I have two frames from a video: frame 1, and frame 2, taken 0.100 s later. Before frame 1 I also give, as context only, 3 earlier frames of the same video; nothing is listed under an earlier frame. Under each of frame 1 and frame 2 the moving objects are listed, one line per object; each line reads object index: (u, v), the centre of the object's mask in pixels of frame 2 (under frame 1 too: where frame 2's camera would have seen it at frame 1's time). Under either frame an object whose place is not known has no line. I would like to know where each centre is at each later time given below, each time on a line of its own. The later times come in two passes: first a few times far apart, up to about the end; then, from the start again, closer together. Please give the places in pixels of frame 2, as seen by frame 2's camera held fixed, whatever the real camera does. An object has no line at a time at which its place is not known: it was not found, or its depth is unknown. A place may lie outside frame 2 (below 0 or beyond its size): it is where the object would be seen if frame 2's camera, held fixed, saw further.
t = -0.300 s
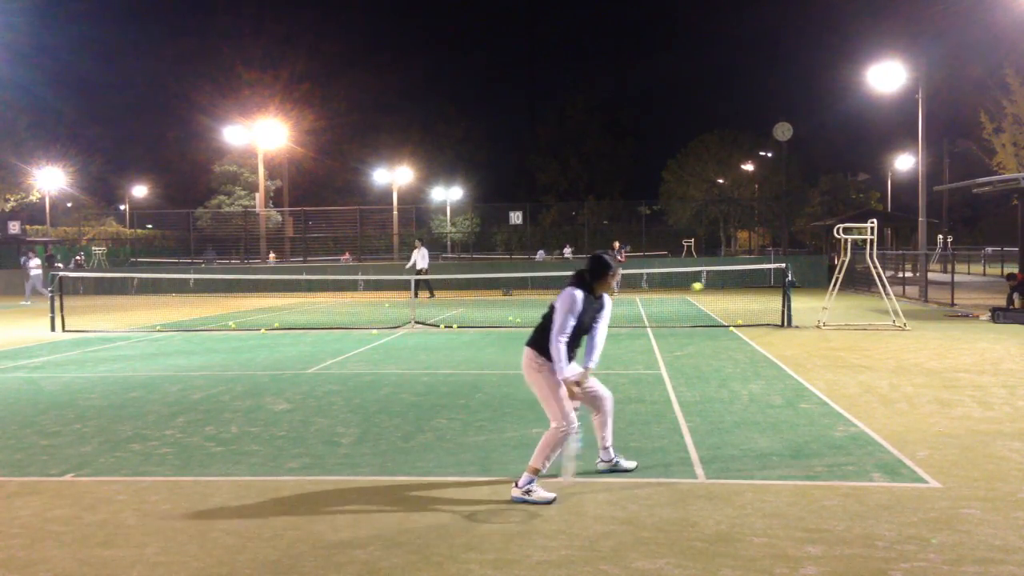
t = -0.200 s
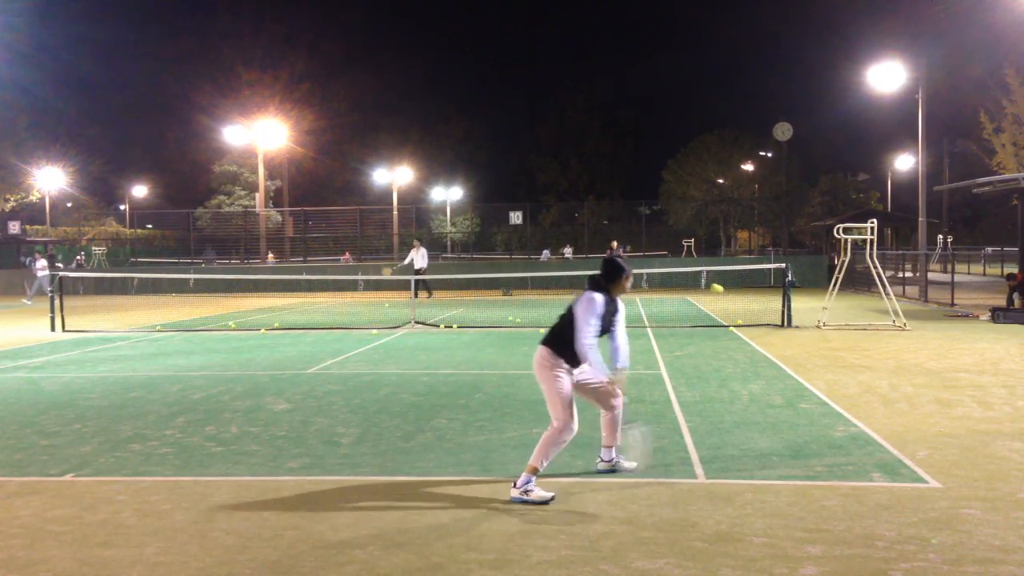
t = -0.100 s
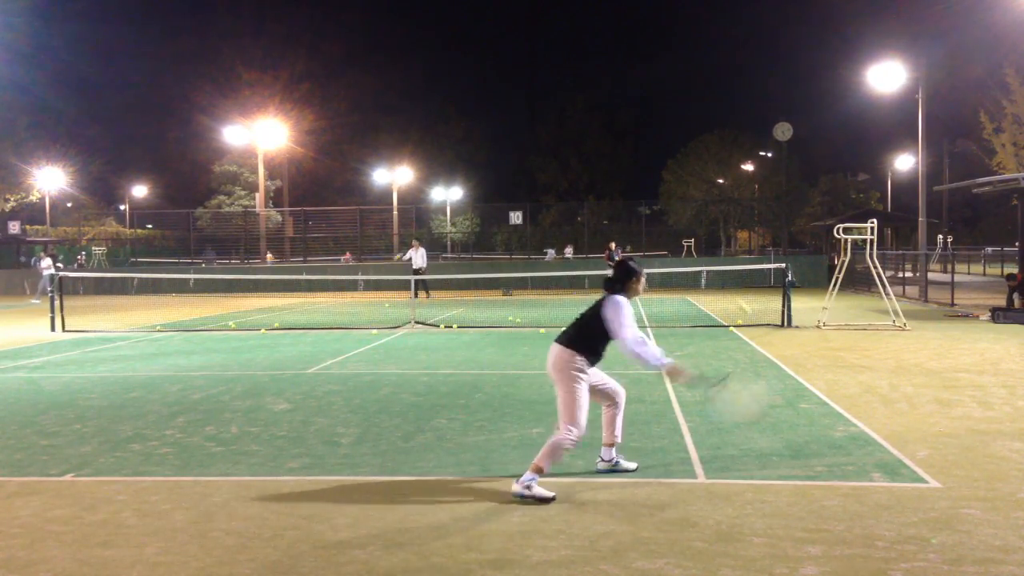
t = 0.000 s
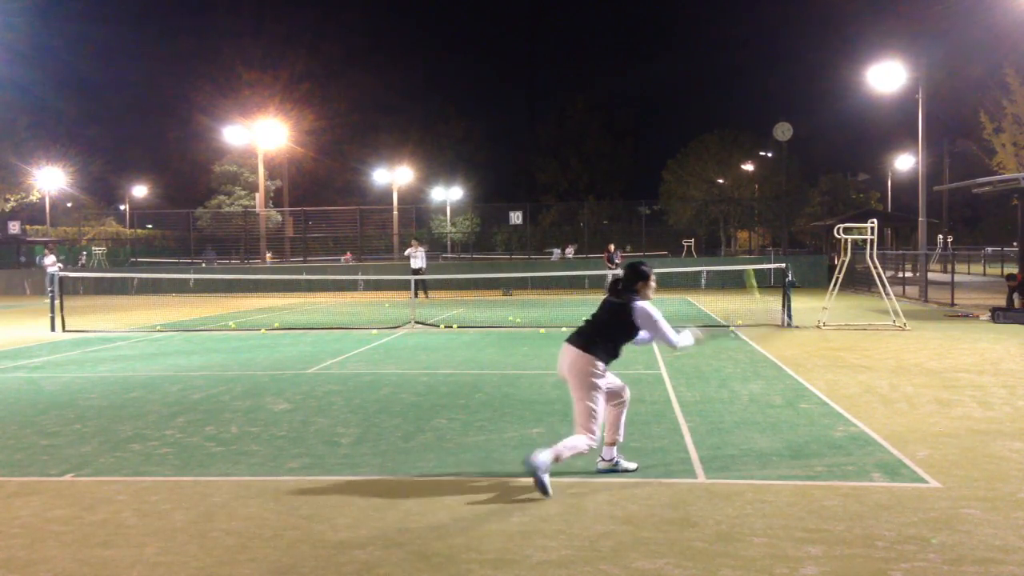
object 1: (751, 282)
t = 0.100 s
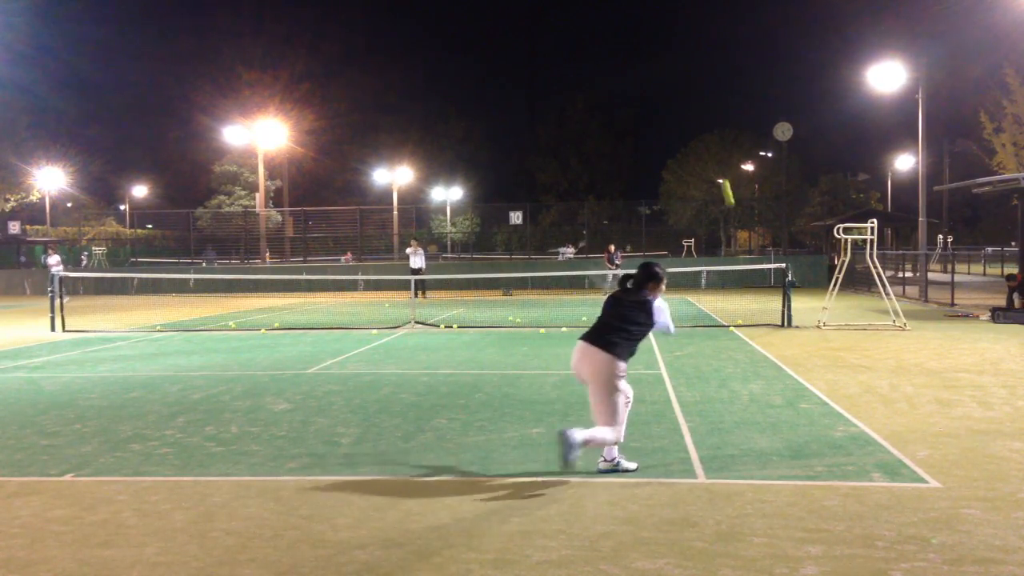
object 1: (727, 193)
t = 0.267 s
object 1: (700, 104)
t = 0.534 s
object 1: (675, 61)
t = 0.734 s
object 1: (665, 71)
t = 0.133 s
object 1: (720, 169)
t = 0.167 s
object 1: (715, 148)
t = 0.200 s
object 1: (709, 131)
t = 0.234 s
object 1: (704, 117)
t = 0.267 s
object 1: (700, 104)
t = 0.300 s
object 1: (696, 93)
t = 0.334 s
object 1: (692, 84)
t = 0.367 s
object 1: (689, 77)
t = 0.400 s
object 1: (685, 71)
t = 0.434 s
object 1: (683, 67)
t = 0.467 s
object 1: (680, 64)
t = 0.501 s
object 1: (678, 62)
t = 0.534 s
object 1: (675, 61)
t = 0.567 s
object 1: (674, 61)
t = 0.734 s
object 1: (665, 71)
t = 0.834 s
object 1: (661, 84)
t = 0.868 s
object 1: (660, 89)
